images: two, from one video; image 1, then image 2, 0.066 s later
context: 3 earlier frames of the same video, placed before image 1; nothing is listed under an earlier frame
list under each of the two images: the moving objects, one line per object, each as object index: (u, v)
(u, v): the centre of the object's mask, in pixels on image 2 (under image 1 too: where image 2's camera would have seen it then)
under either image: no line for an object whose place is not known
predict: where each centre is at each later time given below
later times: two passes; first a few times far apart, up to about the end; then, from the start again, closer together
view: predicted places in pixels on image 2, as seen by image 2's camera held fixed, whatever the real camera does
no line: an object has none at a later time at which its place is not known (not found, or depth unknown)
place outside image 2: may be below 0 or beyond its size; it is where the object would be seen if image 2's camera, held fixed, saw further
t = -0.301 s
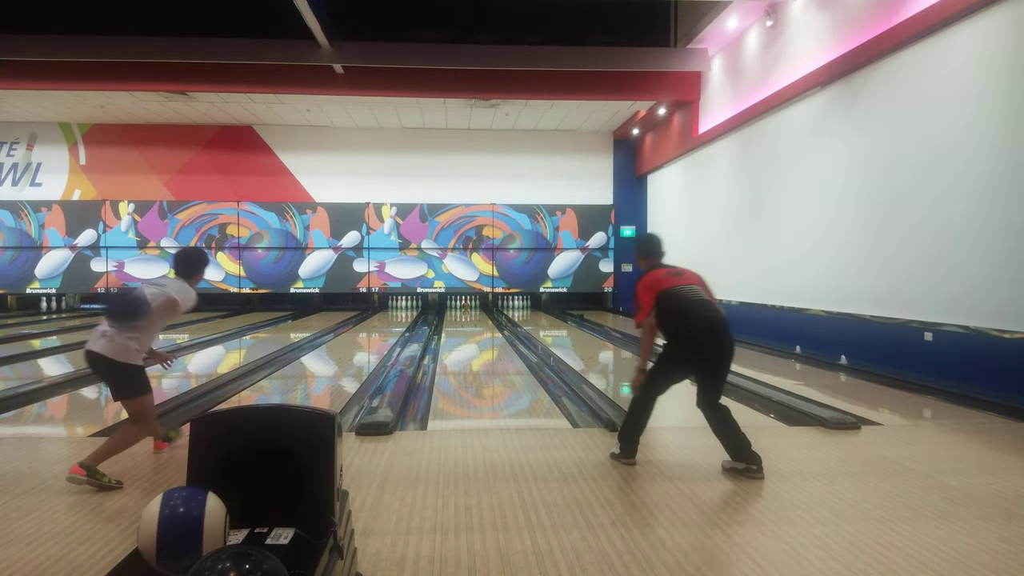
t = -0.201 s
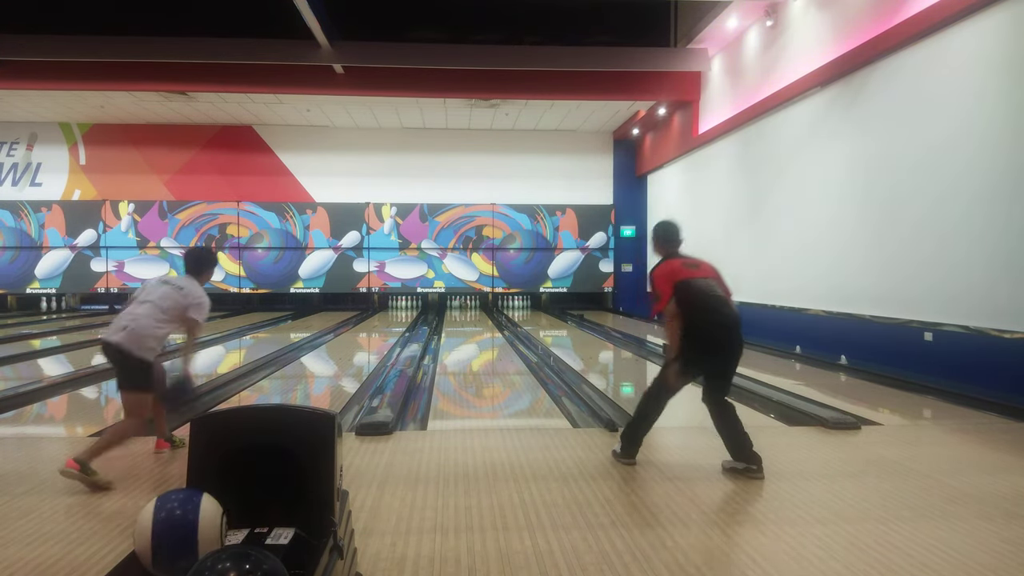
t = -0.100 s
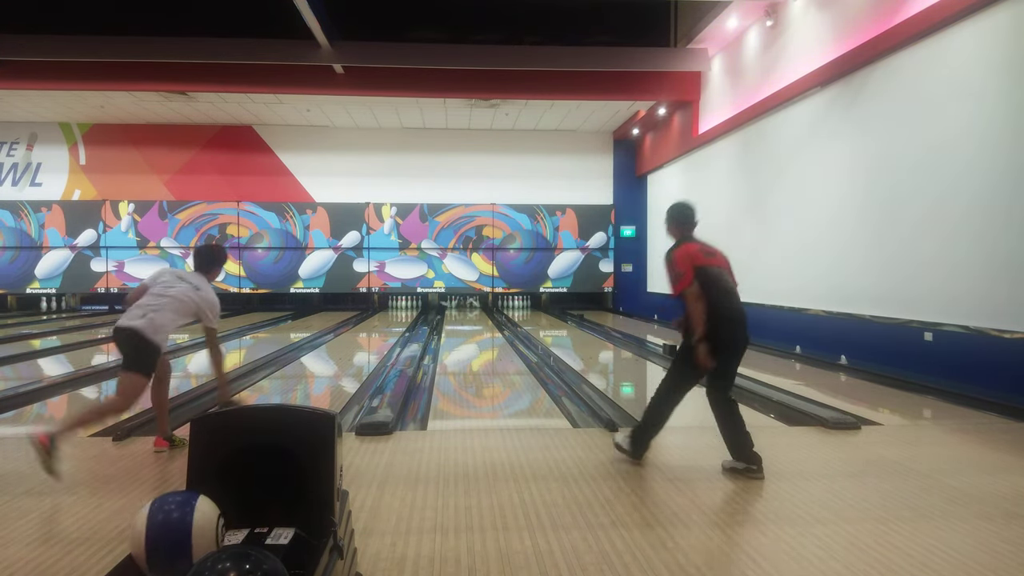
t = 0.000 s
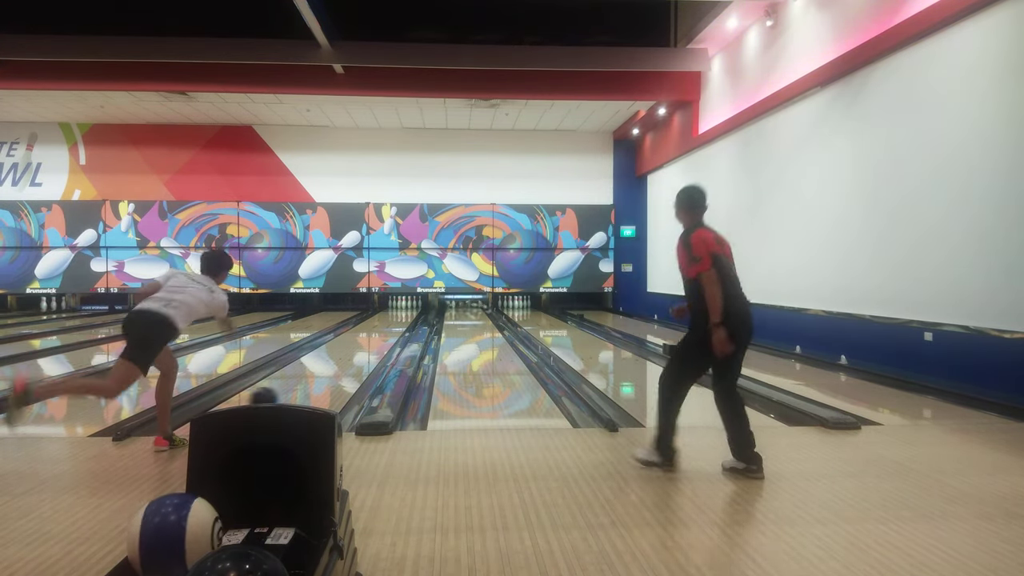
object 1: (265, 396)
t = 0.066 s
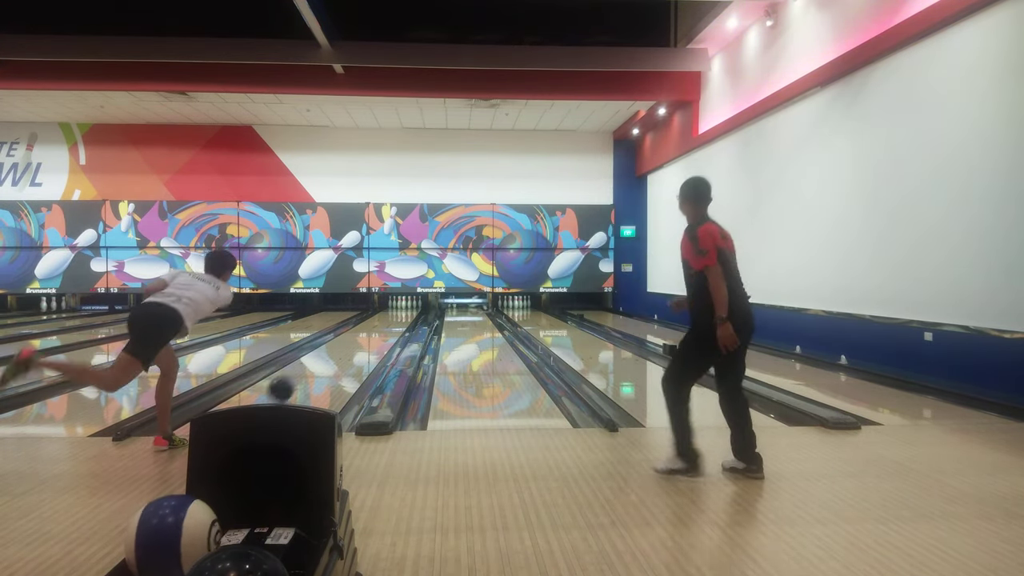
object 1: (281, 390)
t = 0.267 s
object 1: (317, 365)
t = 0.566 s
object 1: (348, 342)
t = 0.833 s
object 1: (365, 329)
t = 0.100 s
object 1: (290, 386)
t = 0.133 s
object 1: (296, 379)
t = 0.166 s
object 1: (301, 377)
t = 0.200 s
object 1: (307, 373)
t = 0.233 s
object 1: (312, 369)
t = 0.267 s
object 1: (317, 365)
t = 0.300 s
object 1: (322, 362)
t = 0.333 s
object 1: (326, 359)
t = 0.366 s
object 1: (330, 356)
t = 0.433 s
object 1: (337, 351)
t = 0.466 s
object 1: (340, 349)
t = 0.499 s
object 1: (343, 347)
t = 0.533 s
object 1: (346, 344)
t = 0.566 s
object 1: (348, 342)
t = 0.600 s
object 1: (351, 340)
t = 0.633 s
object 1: (353, 339)
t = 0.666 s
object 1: (355, 337)
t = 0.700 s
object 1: (358, 335)
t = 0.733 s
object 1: (360, 334)
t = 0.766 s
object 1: (362, 332)
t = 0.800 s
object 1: (364, 331)
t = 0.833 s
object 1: (365, 329)
